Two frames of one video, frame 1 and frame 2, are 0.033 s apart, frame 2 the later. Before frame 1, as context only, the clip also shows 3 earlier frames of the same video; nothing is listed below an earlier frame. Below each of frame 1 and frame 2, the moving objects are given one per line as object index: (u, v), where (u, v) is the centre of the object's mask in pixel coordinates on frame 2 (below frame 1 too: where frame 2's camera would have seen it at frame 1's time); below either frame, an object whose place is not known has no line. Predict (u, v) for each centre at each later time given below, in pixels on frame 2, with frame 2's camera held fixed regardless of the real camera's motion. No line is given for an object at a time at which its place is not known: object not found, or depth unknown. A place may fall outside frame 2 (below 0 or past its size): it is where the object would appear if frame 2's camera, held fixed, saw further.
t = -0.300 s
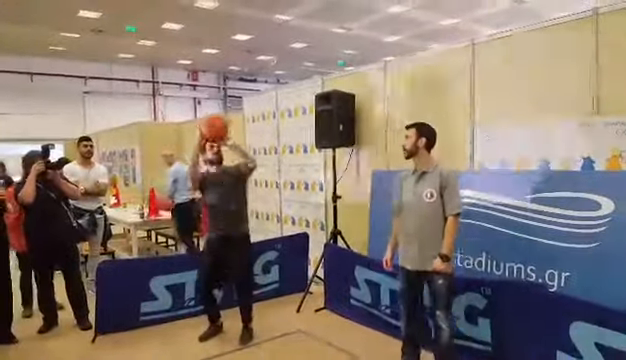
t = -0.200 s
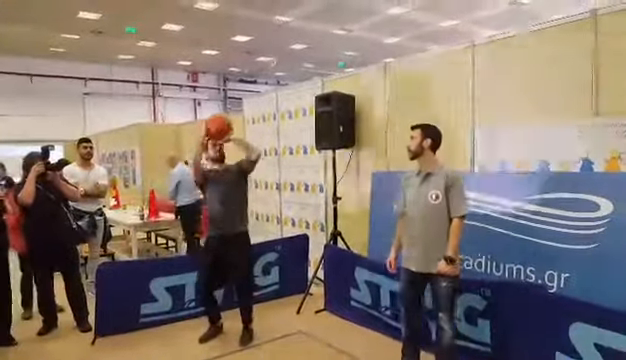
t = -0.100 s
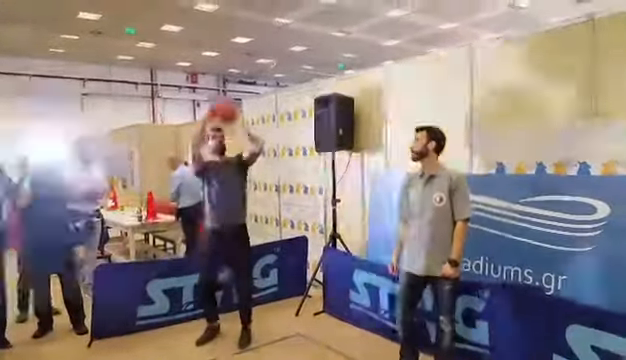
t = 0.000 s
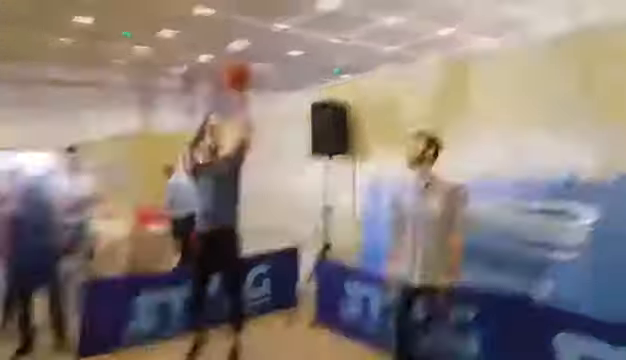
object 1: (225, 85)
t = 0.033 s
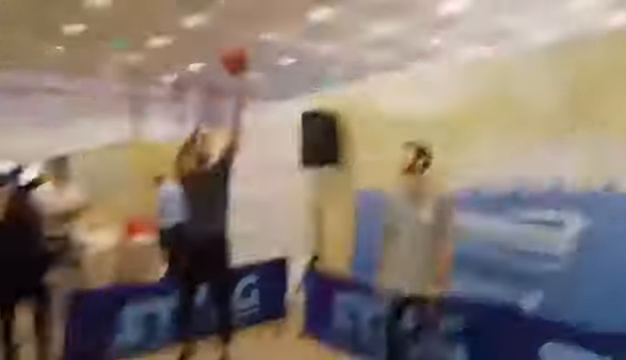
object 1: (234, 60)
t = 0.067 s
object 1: (244, 37)
